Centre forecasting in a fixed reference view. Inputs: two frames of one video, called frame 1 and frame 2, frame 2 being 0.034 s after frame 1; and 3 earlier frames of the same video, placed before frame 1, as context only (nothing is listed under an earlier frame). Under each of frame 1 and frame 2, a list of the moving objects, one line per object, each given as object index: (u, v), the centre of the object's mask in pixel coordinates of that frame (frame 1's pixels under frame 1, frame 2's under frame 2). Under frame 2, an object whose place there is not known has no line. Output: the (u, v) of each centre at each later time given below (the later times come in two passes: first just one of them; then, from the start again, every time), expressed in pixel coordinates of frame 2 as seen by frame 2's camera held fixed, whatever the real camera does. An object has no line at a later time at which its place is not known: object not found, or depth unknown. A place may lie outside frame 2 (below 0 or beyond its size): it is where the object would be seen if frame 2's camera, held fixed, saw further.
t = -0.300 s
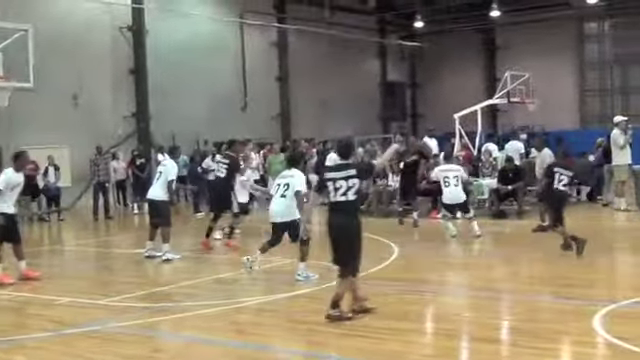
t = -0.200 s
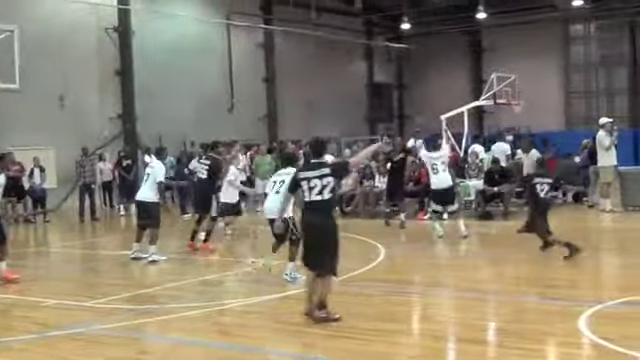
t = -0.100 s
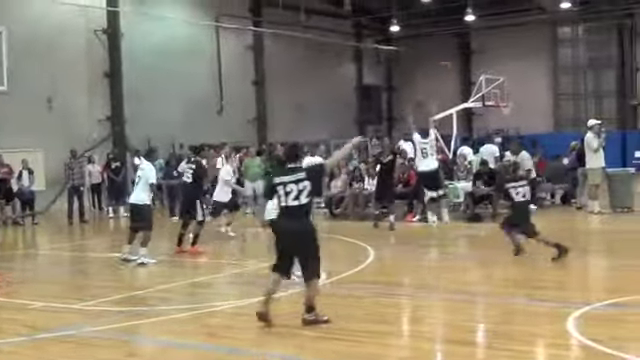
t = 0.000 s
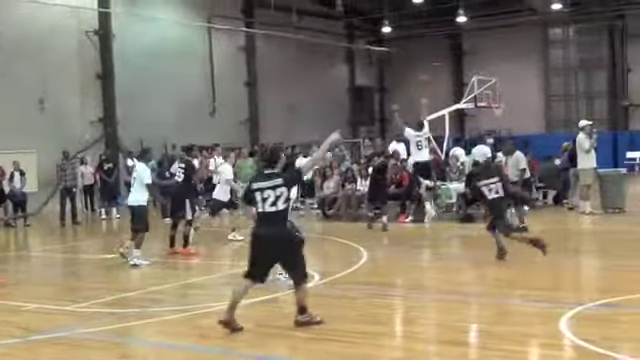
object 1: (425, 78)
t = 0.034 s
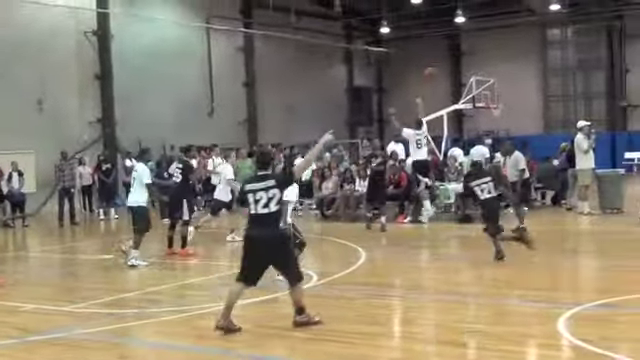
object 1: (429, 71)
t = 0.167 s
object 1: (451, 56)
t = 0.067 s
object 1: (434, 68)
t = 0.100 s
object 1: (440, 60)
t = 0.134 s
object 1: (445, 59)
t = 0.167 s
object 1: (451, 56)
